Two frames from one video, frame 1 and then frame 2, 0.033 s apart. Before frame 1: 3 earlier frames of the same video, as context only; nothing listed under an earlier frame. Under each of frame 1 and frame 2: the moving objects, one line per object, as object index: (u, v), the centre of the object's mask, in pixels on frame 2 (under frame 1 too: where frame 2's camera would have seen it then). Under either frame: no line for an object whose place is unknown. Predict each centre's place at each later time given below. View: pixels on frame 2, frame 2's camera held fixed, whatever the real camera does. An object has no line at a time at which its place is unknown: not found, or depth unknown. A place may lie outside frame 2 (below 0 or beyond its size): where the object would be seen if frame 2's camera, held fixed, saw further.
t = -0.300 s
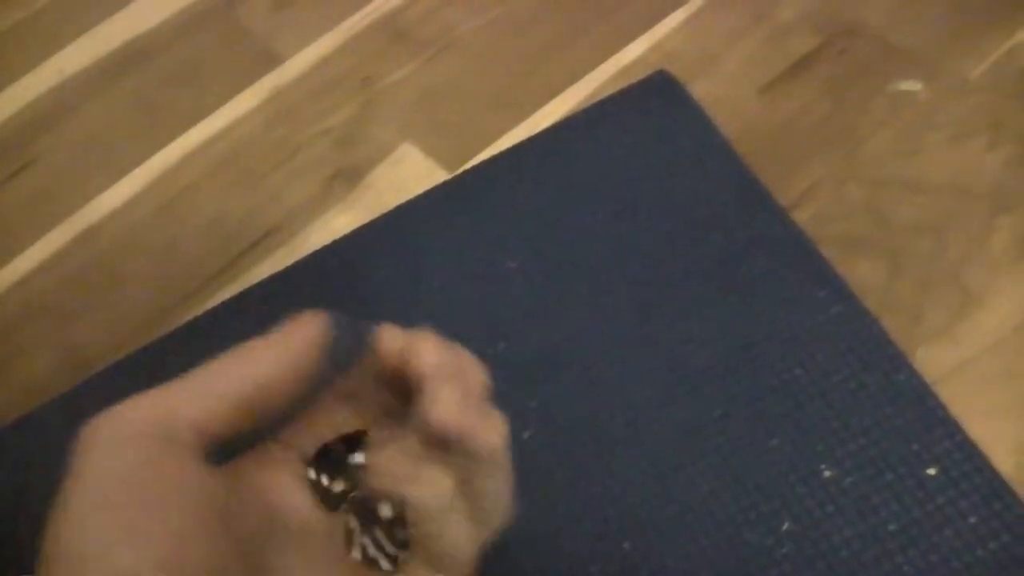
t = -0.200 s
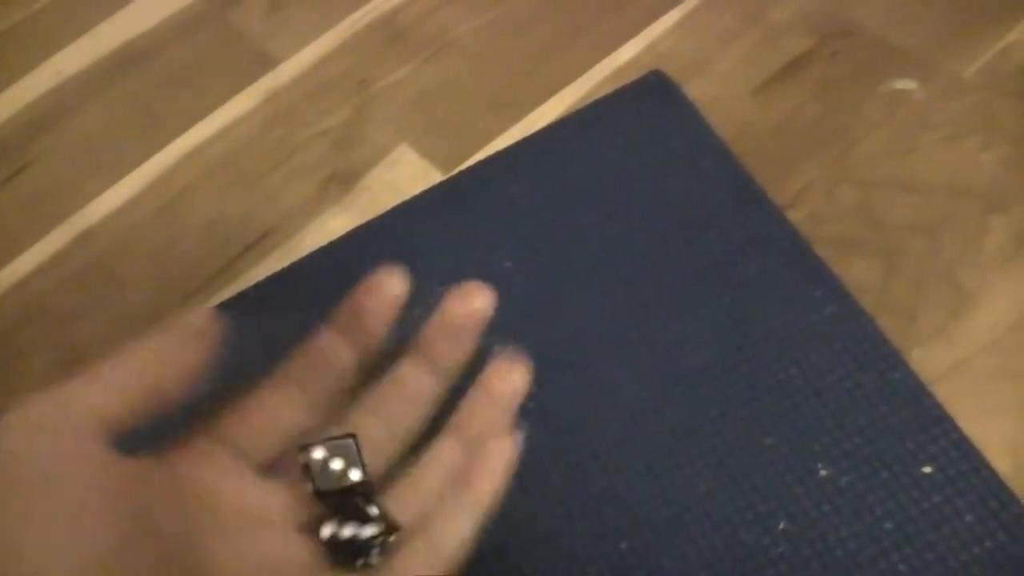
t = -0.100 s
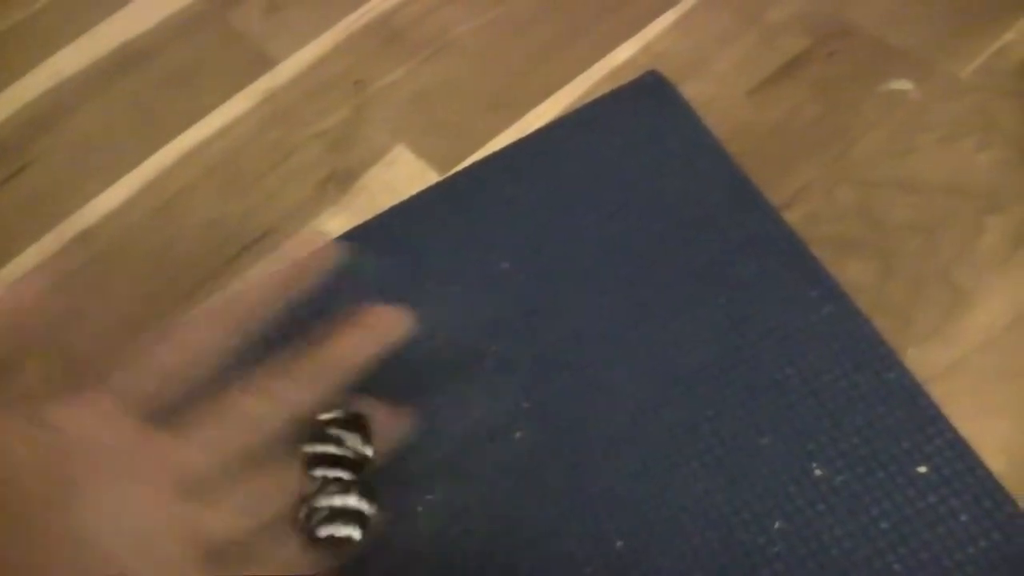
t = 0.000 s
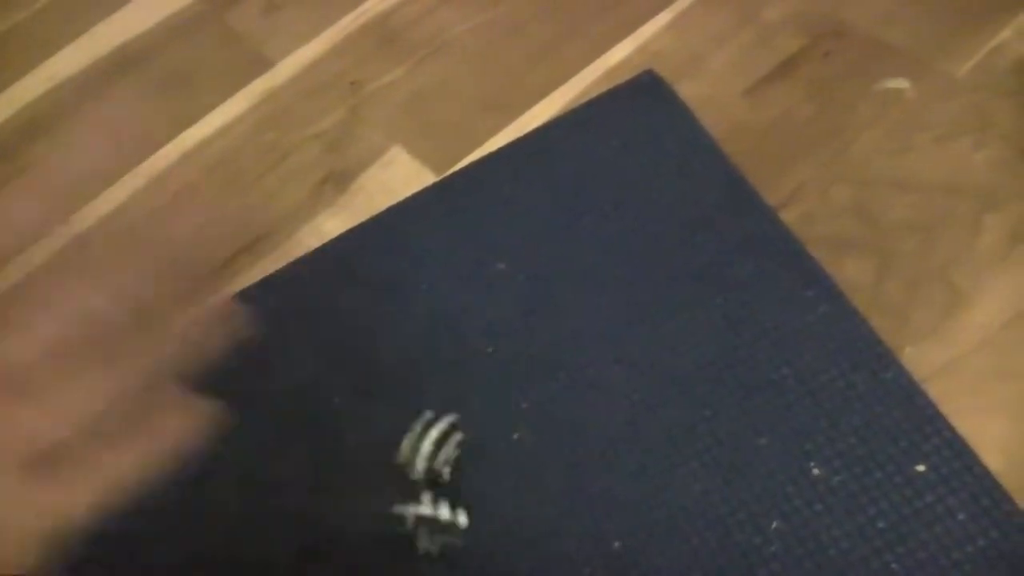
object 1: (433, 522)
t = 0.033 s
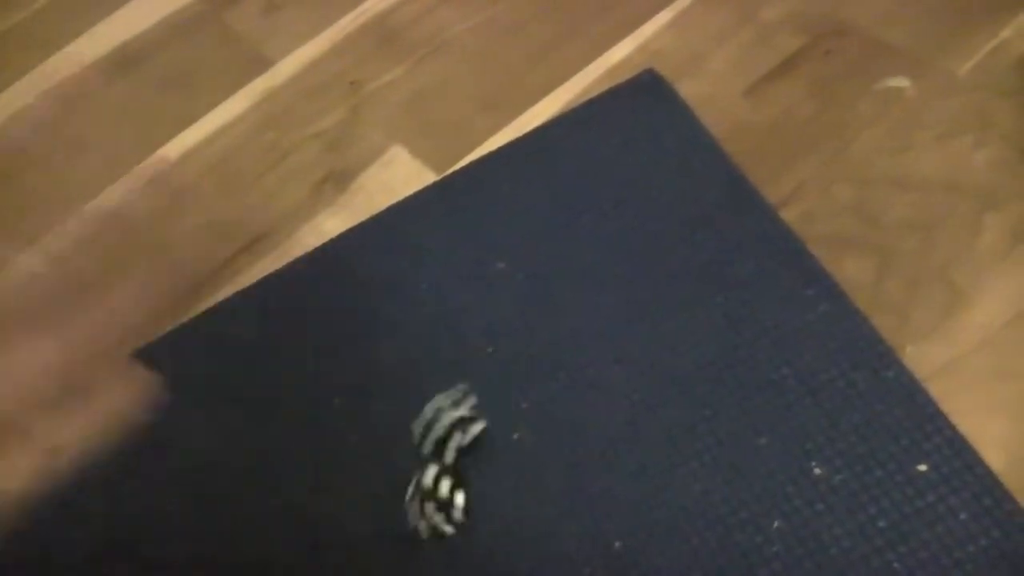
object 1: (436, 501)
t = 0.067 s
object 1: (441, 489)
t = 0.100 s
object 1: (440, 481)
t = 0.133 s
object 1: (440, 473)
